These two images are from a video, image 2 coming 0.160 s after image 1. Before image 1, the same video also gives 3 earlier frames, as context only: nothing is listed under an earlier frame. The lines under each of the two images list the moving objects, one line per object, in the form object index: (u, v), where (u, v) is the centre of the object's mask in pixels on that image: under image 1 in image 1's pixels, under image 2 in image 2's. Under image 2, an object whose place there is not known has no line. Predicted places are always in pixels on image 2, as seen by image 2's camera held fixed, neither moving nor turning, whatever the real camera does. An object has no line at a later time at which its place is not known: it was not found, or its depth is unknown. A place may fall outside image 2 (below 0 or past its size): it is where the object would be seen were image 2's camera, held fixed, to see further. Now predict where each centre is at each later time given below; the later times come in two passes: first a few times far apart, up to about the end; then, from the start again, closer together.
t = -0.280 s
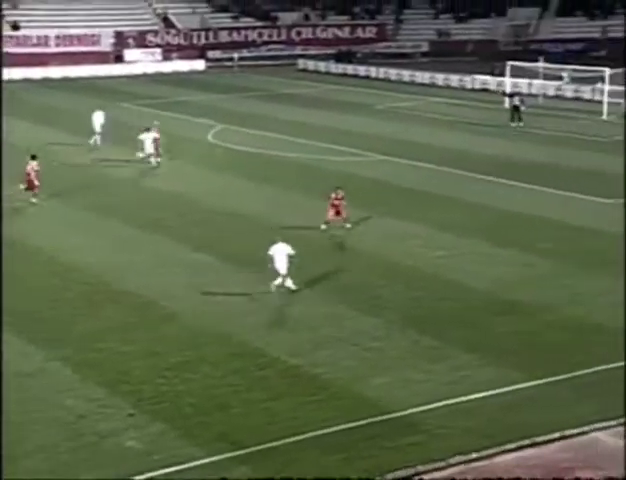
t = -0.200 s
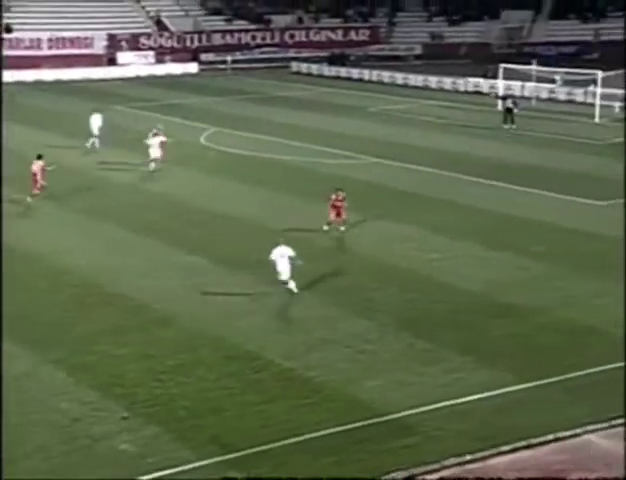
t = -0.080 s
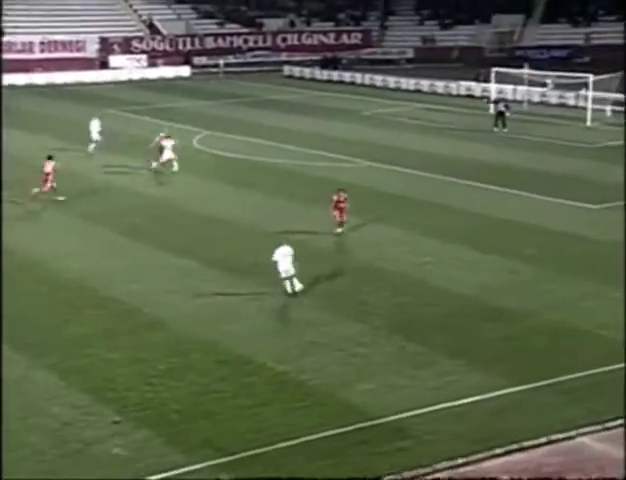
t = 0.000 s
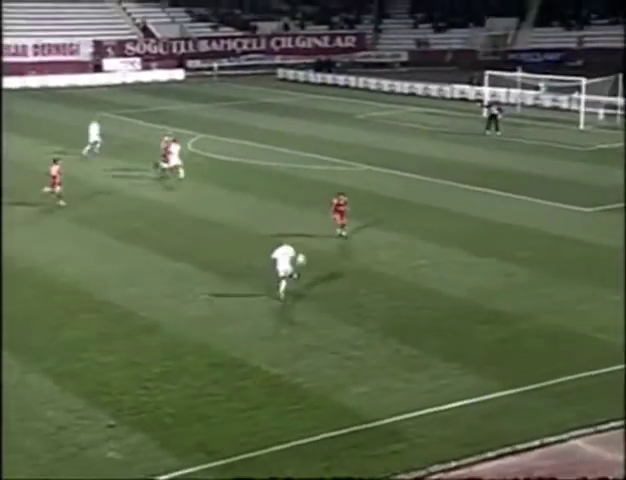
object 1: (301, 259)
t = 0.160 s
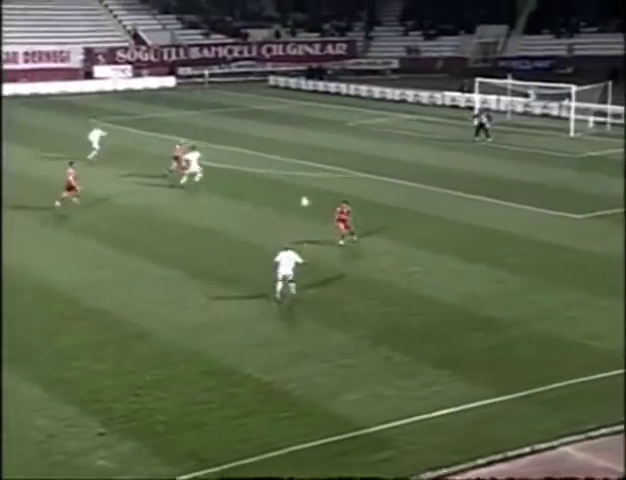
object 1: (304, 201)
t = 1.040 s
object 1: (342, 42)
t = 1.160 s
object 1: (346, 37)
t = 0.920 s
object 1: (340, 51)
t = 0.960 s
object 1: (341, 47)
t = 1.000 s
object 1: (342, 44)
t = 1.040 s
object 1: (342, 42)
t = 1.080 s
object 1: (343, 40)
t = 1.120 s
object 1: (344, 39)
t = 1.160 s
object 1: (346, 37)
